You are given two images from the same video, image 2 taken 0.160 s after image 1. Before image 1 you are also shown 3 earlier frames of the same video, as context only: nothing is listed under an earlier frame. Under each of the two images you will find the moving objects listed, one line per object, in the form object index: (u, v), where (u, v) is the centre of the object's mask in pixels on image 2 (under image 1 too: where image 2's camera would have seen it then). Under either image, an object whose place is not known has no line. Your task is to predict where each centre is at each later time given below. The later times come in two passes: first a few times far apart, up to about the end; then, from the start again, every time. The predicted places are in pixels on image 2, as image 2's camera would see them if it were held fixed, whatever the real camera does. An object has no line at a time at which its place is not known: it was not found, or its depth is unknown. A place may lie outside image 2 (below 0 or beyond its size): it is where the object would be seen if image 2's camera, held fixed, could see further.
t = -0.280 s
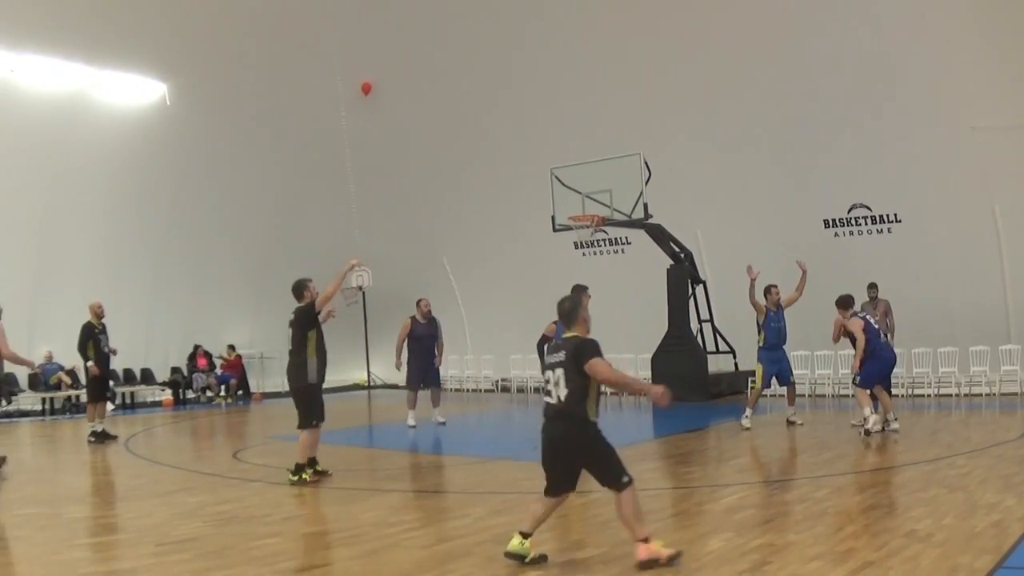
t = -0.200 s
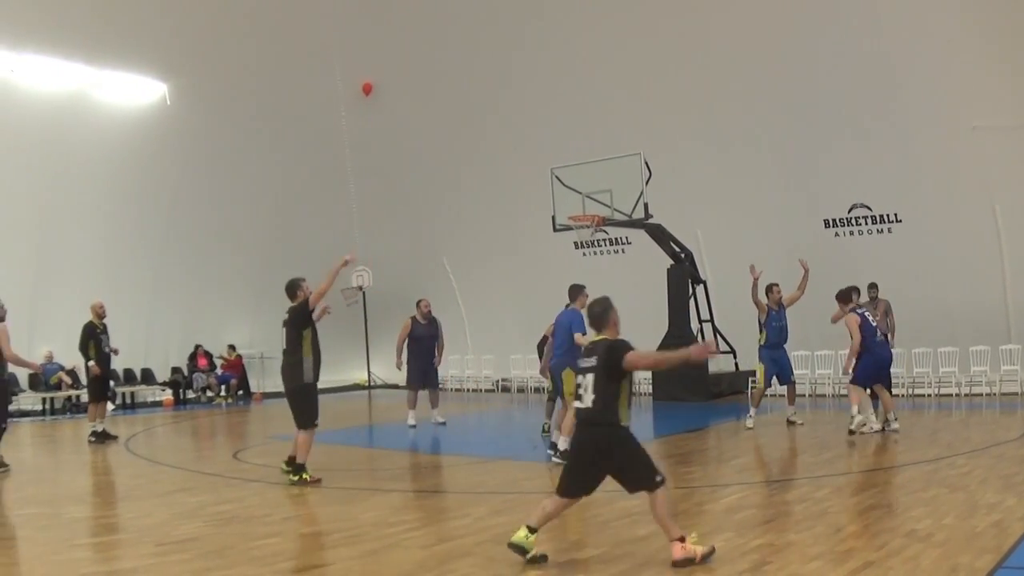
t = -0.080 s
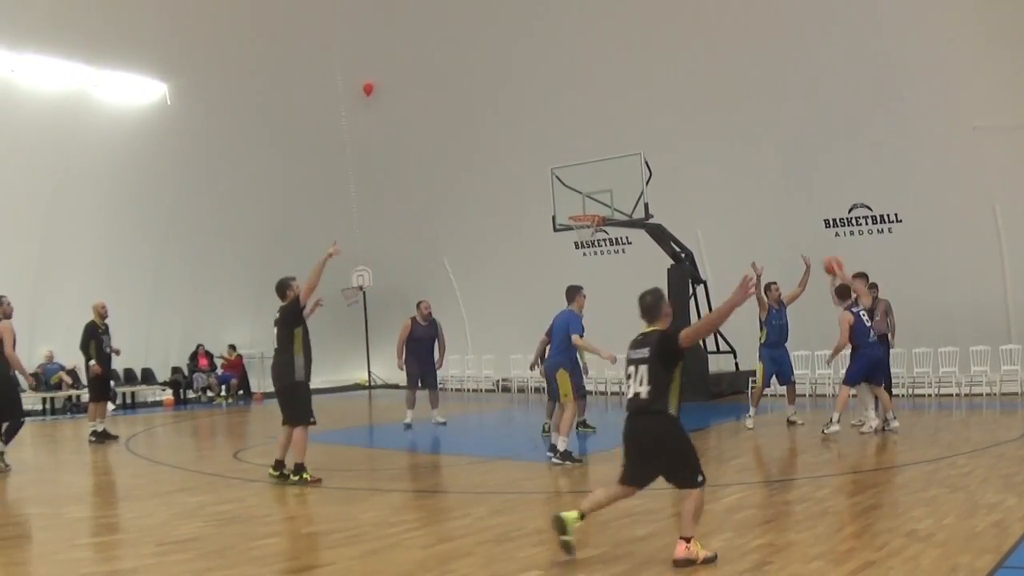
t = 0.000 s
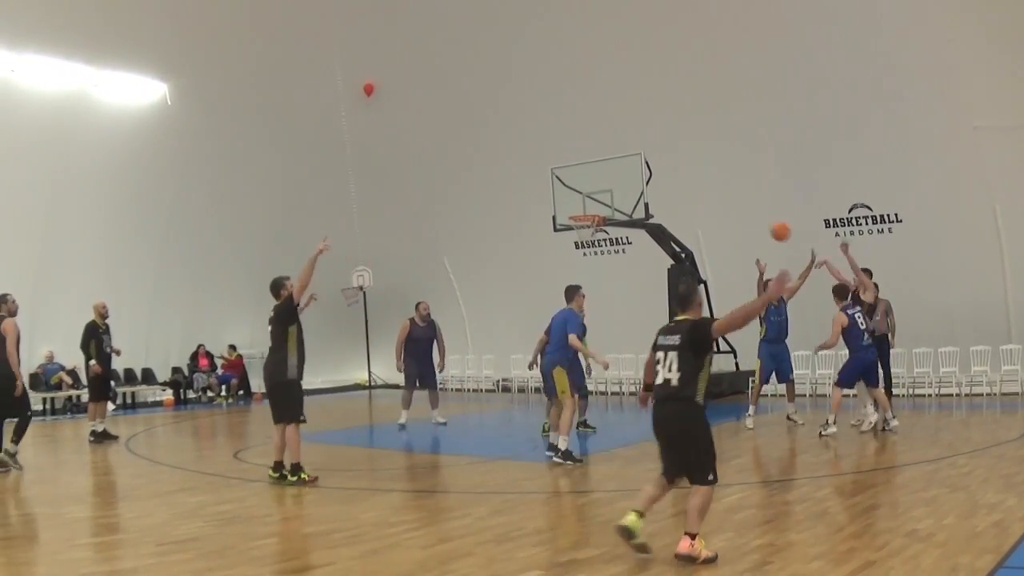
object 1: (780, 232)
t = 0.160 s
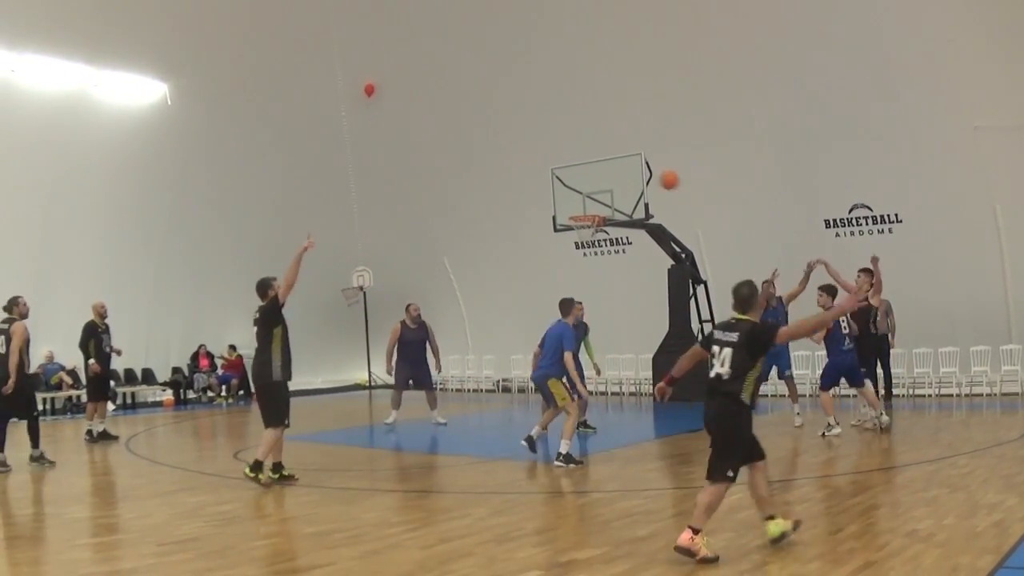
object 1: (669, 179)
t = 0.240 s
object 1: (614, 162)
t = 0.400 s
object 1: (507, 143)
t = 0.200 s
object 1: (641, 170)
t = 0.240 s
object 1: (614, 162)
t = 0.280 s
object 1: (586, 155)
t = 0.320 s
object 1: (559, 149)
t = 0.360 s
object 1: (532, 145)
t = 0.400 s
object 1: (507, 143)
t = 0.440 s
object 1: (479, 141)
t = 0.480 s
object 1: (455, 141)
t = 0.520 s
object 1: (432, 142)
